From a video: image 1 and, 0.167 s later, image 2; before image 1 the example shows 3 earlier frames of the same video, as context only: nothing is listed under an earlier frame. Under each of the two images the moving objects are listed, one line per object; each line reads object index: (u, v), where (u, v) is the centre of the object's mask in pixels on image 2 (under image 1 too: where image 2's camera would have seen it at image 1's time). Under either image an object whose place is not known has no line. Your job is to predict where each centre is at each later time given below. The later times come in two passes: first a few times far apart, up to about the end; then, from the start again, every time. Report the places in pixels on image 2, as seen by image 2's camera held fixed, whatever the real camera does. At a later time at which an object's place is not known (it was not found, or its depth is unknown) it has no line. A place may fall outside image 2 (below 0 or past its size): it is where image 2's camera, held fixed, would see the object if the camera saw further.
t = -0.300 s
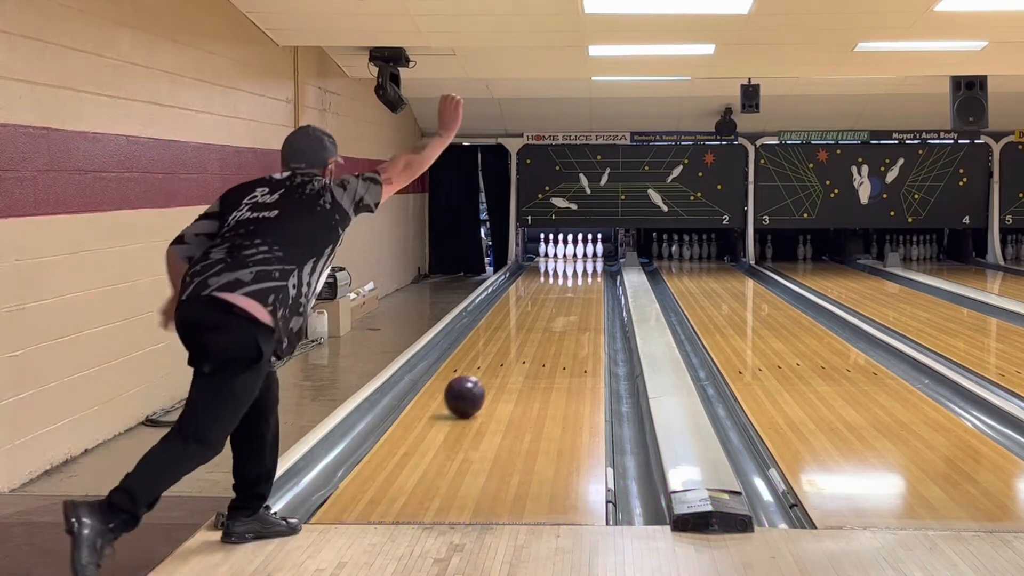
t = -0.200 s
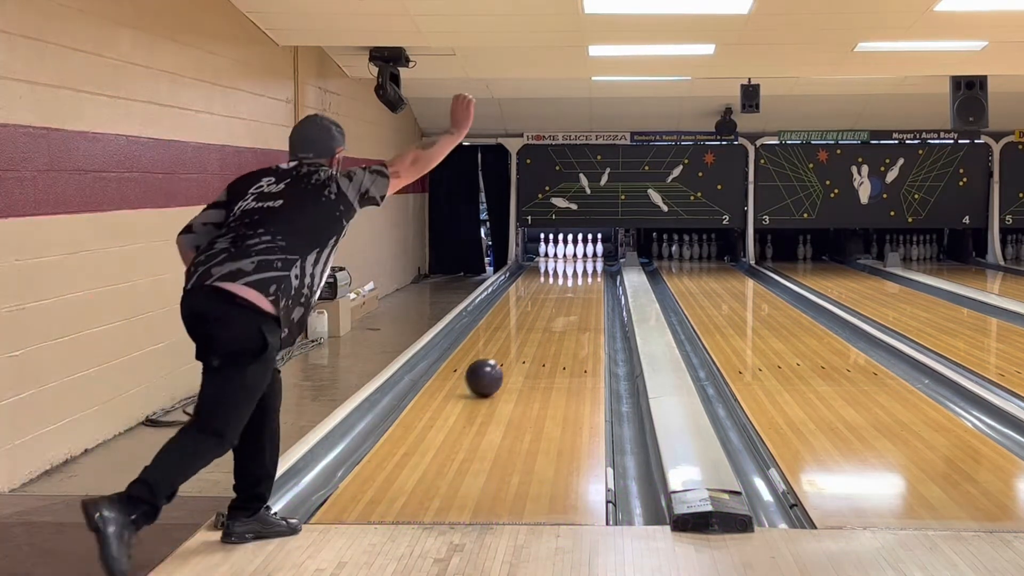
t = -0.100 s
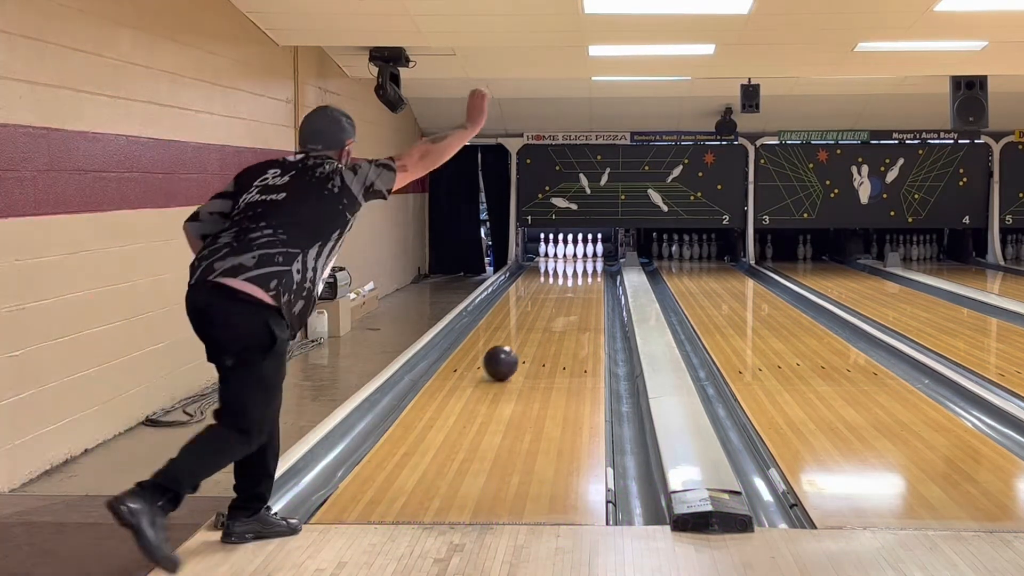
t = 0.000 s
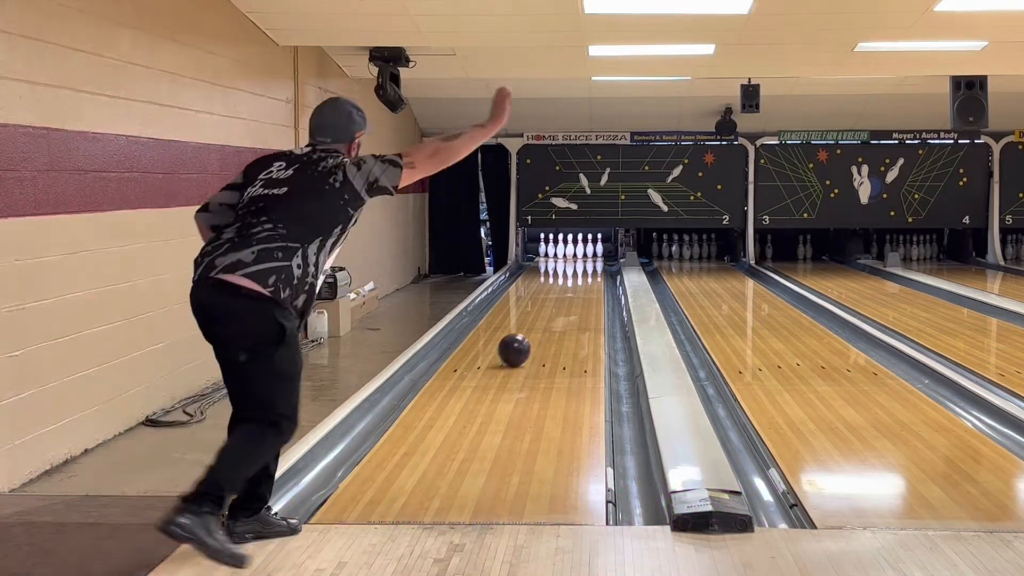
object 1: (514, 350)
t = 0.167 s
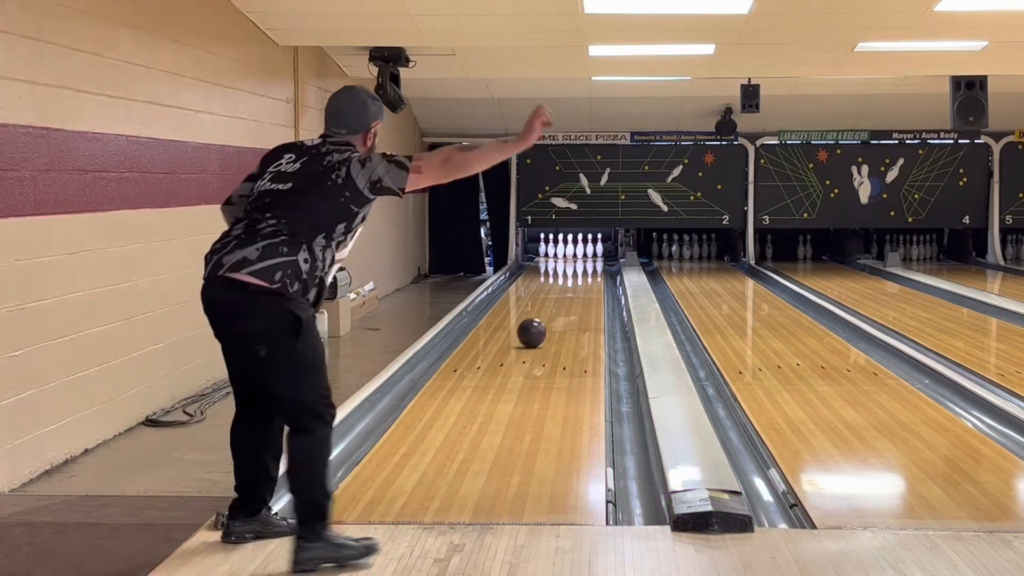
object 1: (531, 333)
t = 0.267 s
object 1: (539, 324)
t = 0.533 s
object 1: (555, 305)
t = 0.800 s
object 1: (565, 291)
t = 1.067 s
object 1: (570, 279)
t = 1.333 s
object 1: (573, 271)
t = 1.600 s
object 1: (573, 264)
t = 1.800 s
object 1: (570, 259)
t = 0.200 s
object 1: (534, 330)
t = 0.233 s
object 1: (537, 327)
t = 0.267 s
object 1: (539, 324)
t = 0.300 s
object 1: (542, 321)
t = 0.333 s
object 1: (544, 319)
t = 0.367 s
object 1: (546, 316)
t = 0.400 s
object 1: (548, 314)
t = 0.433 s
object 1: (550, 312)
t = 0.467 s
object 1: (552, 309)
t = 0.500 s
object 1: (554, 307)
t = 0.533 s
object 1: (555, 305)
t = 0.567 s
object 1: (556, 303)
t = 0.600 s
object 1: (558, 301)
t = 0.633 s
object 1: (559, 299)
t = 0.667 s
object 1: (560, 297)
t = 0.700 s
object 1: (562, 296)
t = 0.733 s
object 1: (563, 294)
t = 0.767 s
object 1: (564, 292)
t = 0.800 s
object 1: (565, 291)
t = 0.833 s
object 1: (565, 289)
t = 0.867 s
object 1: (566, 288)
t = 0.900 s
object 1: (567, 286)
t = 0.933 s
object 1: (568, 284)
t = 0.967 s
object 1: (568, 283)
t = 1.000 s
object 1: (569, 282)
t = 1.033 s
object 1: (570, 280)
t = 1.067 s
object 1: (570, 279)
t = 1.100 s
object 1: (571, 278)
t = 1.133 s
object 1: (571, 277)
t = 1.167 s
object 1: (572, 276)
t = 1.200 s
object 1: (572, 275)
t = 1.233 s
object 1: (572, 274)
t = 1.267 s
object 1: (572, 273)
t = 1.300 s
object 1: (573, 272)
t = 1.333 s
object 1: (573, 271)
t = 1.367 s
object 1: (573, 270)
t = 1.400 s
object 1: (573, 269)
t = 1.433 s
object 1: (573, 268)
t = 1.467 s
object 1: (573, 267)
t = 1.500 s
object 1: (573, 266)
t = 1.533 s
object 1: (573, 265)
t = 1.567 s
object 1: (573, 264)
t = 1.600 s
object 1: (573, 264)
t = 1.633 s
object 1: (572, 263)
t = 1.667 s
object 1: (572, 262)
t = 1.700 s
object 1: (572, 261)
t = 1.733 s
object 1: (571, 260)
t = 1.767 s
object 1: (570, 260)
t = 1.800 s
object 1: (570, 259)
